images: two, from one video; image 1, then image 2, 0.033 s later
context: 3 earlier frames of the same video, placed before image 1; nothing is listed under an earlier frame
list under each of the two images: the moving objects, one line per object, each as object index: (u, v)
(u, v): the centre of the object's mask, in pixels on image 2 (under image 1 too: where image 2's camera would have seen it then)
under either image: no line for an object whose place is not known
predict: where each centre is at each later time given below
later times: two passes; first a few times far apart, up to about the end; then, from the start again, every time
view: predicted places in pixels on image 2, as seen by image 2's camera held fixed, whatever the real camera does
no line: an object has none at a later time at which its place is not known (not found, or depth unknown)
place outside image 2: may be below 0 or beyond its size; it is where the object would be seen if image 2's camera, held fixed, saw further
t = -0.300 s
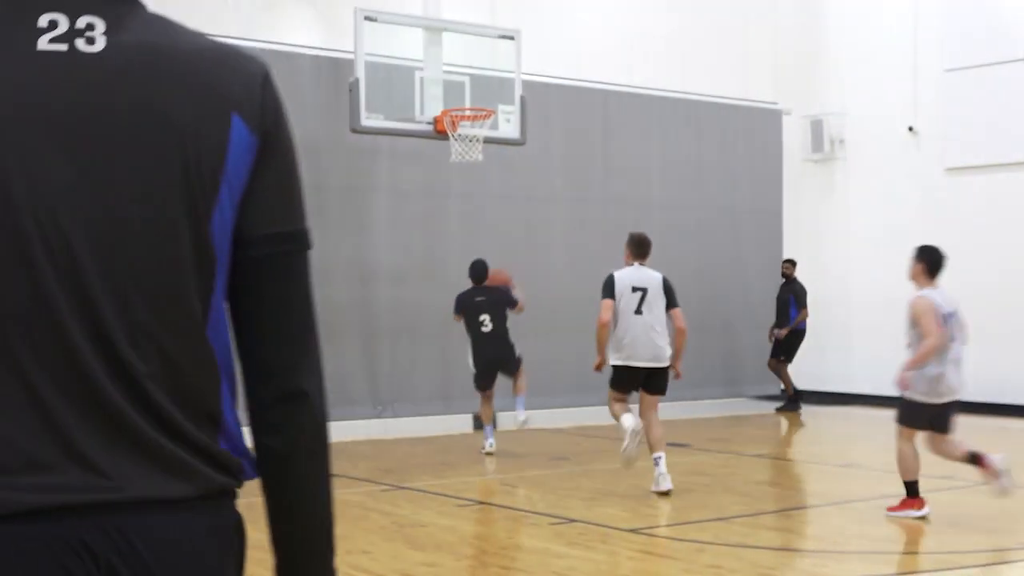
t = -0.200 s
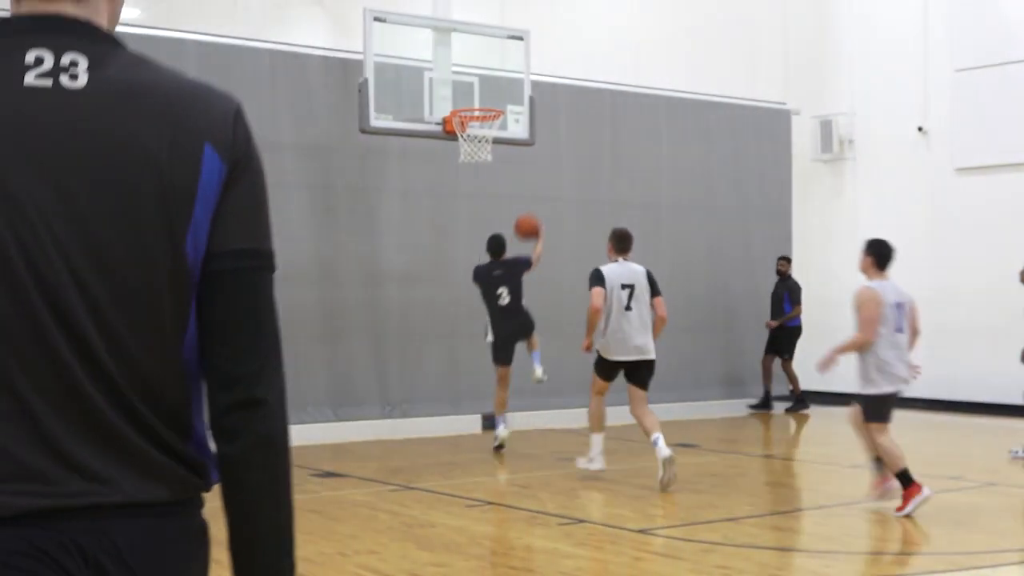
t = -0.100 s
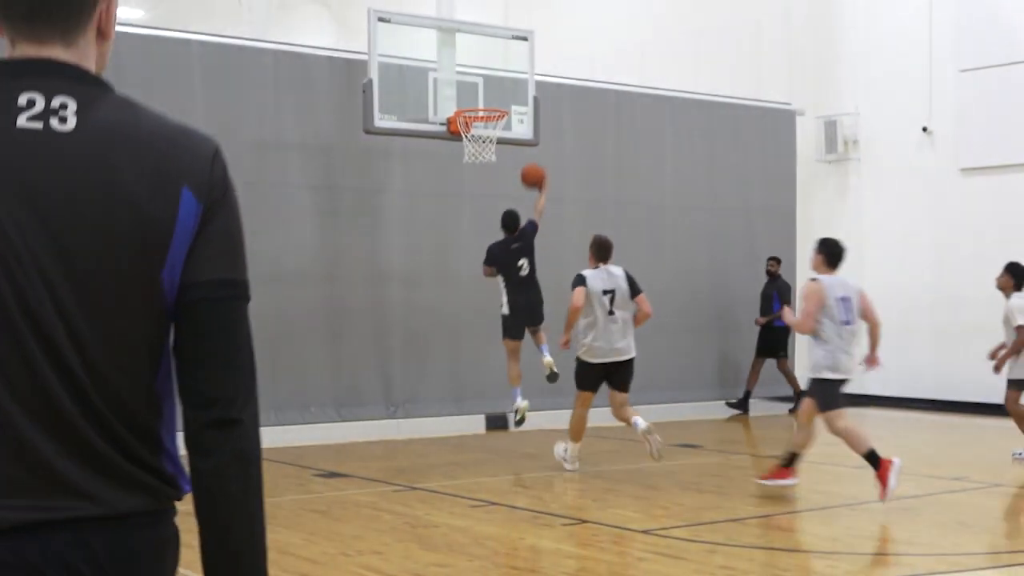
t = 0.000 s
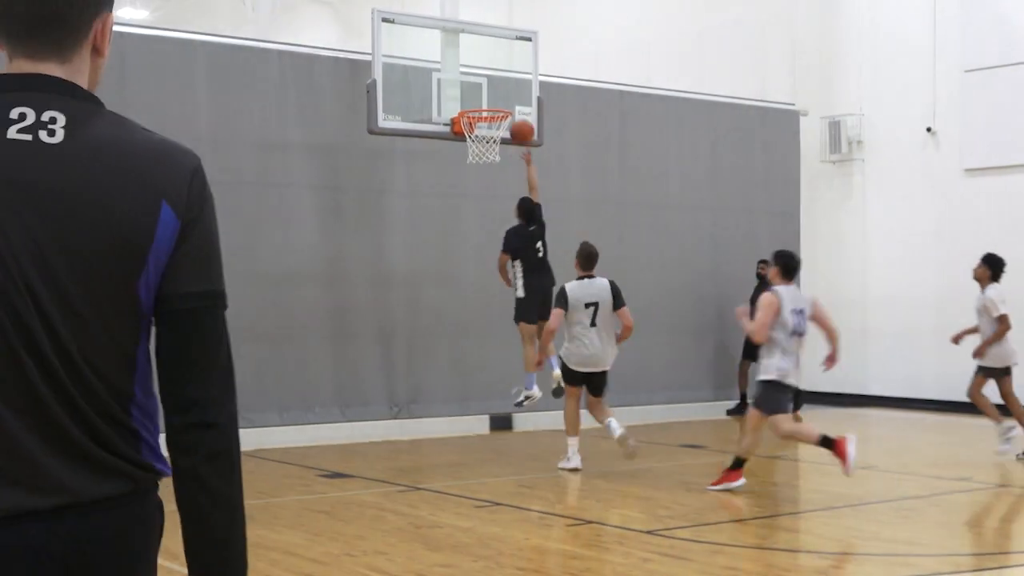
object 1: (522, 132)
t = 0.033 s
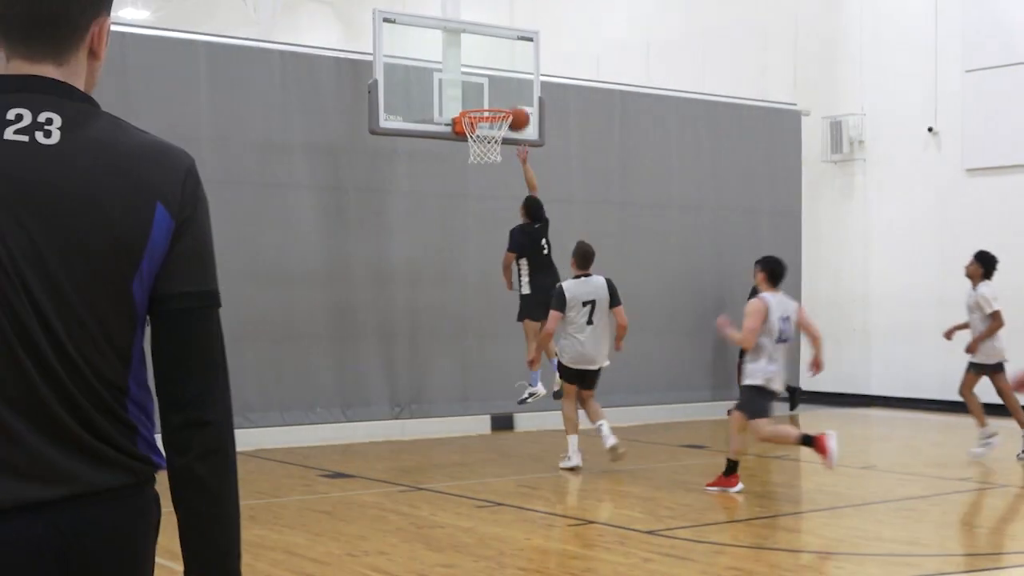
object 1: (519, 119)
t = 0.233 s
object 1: (504, 82)
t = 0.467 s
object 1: (497, 98)
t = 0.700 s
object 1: (471, 148)
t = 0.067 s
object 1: (513, 105)
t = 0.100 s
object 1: (508, 98)
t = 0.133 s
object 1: (509, 94)
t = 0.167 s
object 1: (508, 90)
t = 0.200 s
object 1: (506, 84)
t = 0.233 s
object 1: (504, 82)
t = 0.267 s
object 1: (503, 80)
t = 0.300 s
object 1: (500, 80)
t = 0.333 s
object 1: (499, 80)
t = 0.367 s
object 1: (500, 83)
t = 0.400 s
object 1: (500, 87)
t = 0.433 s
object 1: (500, 91)
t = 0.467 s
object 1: (497, 98)
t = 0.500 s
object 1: (497, 104)
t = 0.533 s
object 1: (490, 111)
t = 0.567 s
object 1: (486, 117)
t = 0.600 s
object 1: (481, 122)
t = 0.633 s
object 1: (478, 131)
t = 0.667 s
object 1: (474, 139)
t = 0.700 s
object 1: (471, 148)
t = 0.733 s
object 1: (470, 161)
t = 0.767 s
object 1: (466, 165)
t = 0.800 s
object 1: (467, 171)
